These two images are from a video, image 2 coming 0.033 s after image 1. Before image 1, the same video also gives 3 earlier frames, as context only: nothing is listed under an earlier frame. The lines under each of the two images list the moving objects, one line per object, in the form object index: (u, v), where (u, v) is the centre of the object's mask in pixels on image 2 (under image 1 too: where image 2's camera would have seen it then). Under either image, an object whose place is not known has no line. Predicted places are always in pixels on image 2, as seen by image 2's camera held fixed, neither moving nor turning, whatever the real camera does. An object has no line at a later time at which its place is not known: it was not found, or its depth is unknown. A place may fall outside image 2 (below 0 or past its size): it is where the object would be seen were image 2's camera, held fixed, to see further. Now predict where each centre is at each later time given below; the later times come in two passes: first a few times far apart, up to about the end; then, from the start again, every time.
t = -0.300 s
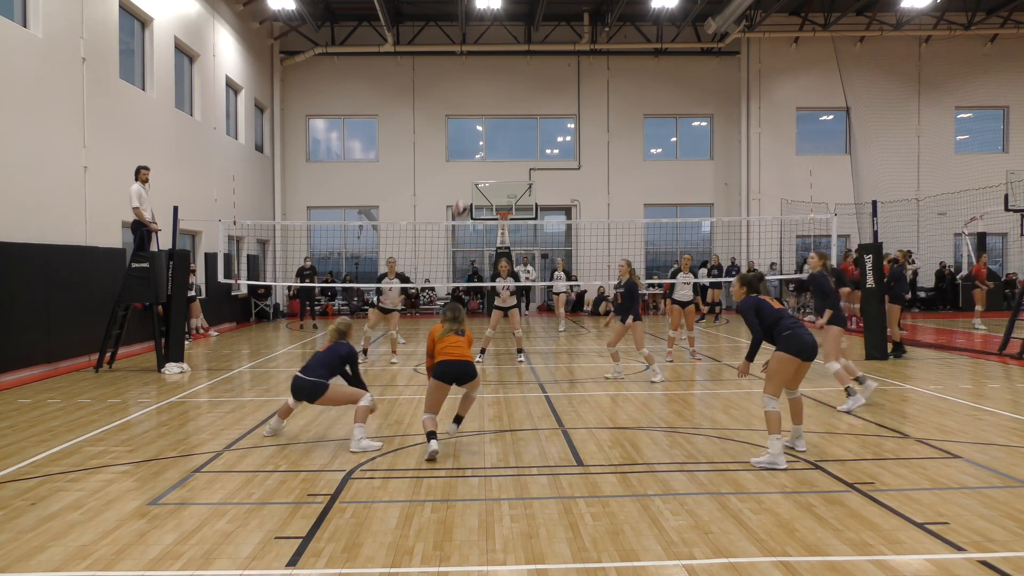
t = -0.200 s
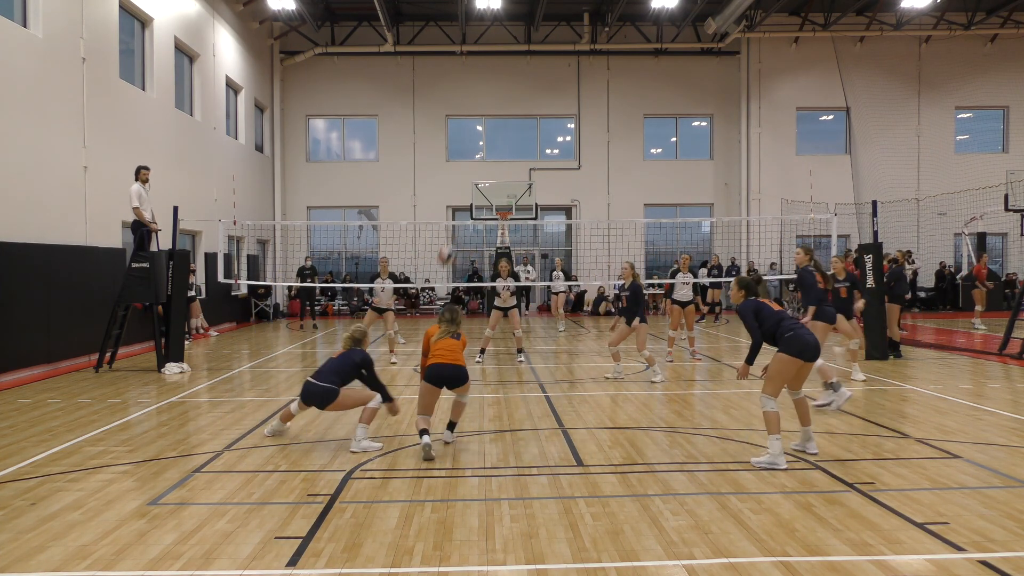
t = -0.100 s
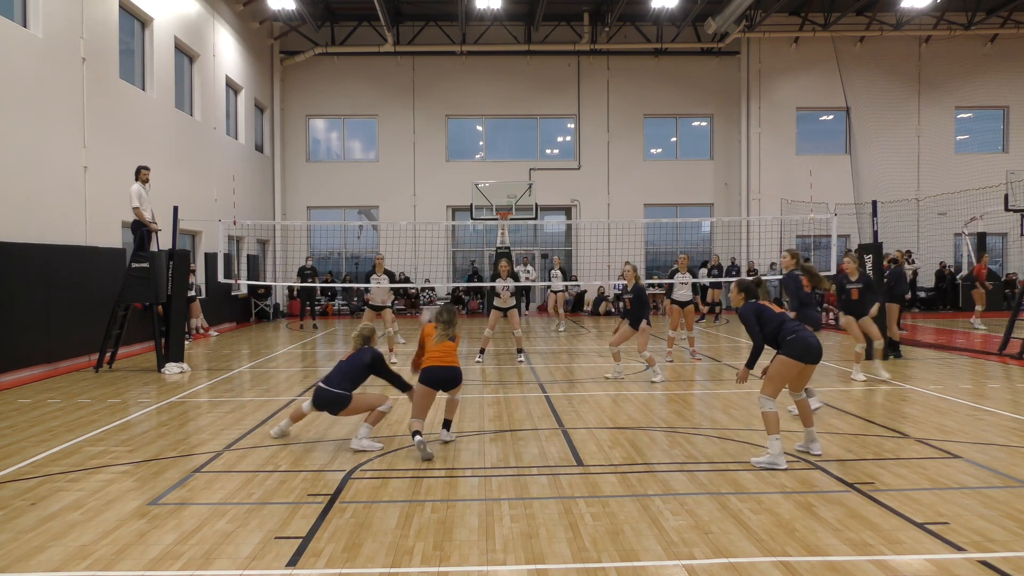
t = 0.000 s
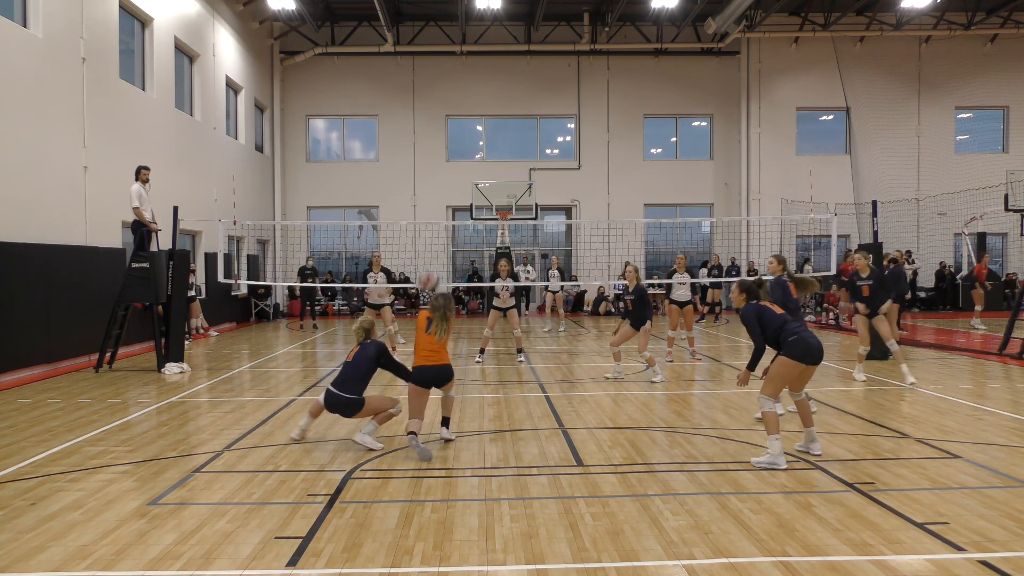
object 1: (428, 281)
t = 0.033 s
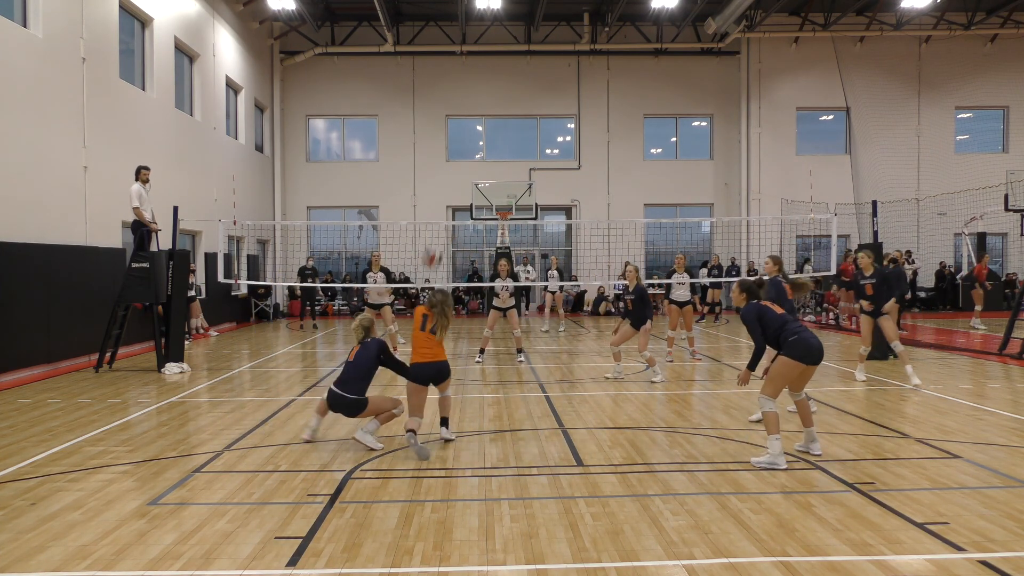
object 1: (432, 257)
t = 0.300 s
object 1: (453, 119)
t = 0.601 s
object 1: (471, 64)
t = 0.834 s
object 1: (483, 76)
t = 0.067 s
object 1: (435, 232)
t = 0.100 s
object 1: (437, 212)
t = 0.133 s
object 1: (440, 194)
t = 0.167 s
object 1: (443, 176)
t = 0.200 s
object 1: (446, 159)
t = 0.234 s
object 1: (448, 145)
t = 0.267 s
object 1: (451, 131)
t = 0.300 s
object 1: (453, 119)
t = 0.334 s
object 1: (455, 108)
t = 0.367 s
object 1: (457, 98)
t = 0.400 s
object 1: (459, 90)
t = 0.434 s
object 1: (461, 83)
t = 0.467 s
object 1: (463, 77)
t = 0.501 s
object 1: (465, 72)
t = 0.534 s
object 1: (467, 69)
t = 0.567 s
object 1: (469, 66)
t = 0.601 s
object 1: (471, 64)
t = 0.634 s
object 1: (473, 64)
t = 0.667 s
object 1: (475, 64)
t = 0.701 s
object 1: (476, 65)
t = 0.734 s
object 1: (478, 66)
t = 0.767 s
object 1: (480, 68)
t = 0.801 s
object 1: (482, 72)
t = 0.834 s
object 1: (483, 76)
